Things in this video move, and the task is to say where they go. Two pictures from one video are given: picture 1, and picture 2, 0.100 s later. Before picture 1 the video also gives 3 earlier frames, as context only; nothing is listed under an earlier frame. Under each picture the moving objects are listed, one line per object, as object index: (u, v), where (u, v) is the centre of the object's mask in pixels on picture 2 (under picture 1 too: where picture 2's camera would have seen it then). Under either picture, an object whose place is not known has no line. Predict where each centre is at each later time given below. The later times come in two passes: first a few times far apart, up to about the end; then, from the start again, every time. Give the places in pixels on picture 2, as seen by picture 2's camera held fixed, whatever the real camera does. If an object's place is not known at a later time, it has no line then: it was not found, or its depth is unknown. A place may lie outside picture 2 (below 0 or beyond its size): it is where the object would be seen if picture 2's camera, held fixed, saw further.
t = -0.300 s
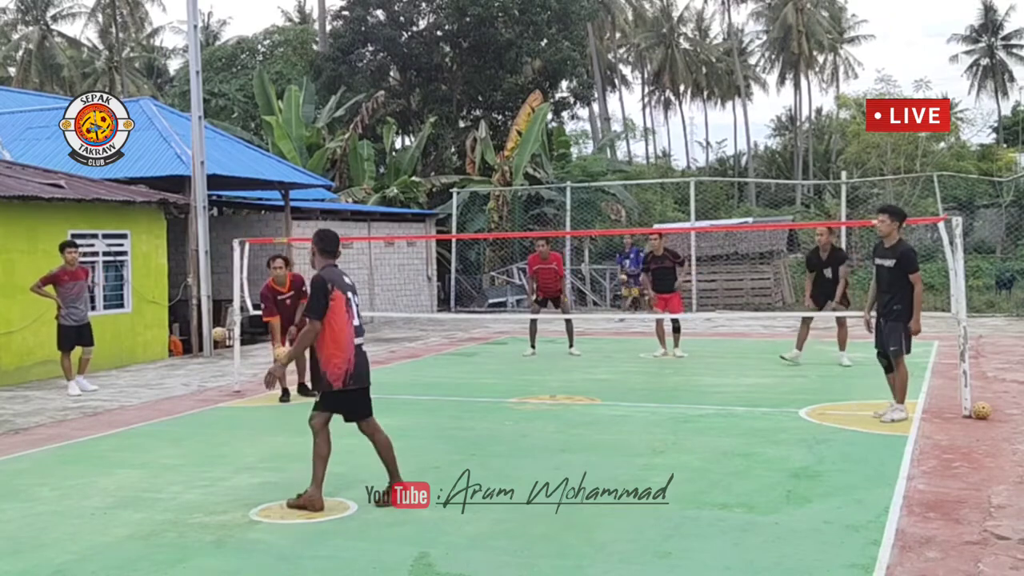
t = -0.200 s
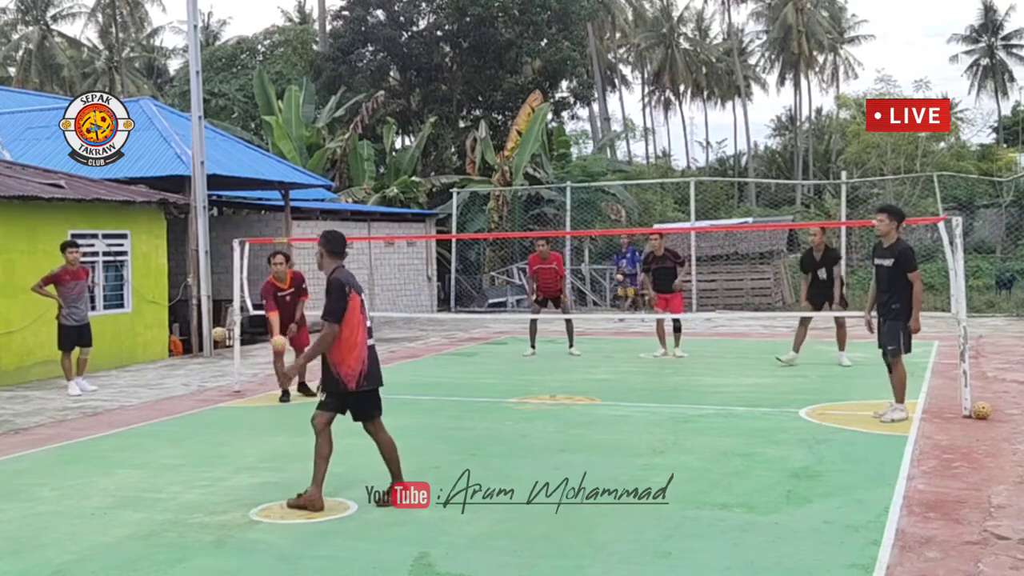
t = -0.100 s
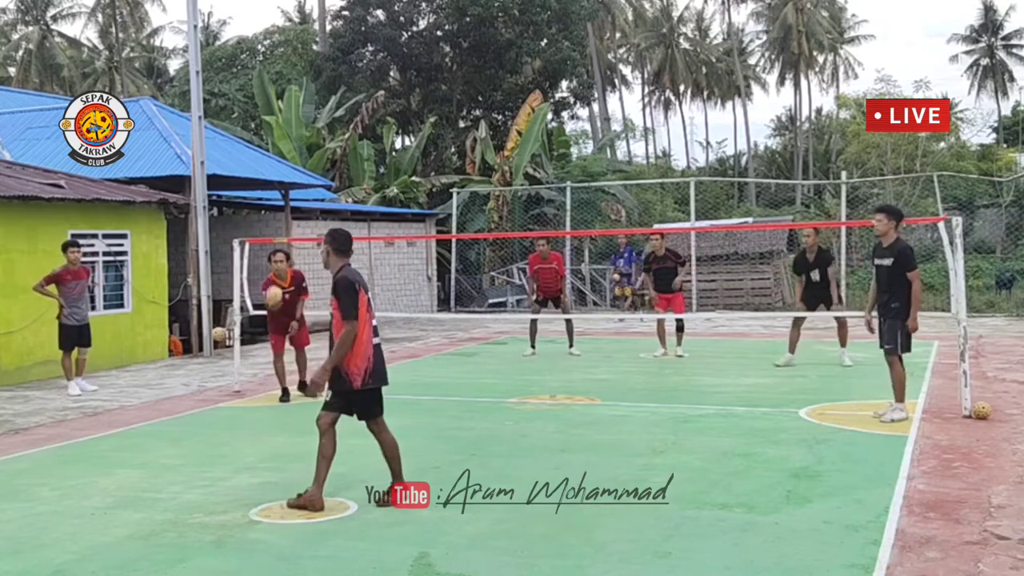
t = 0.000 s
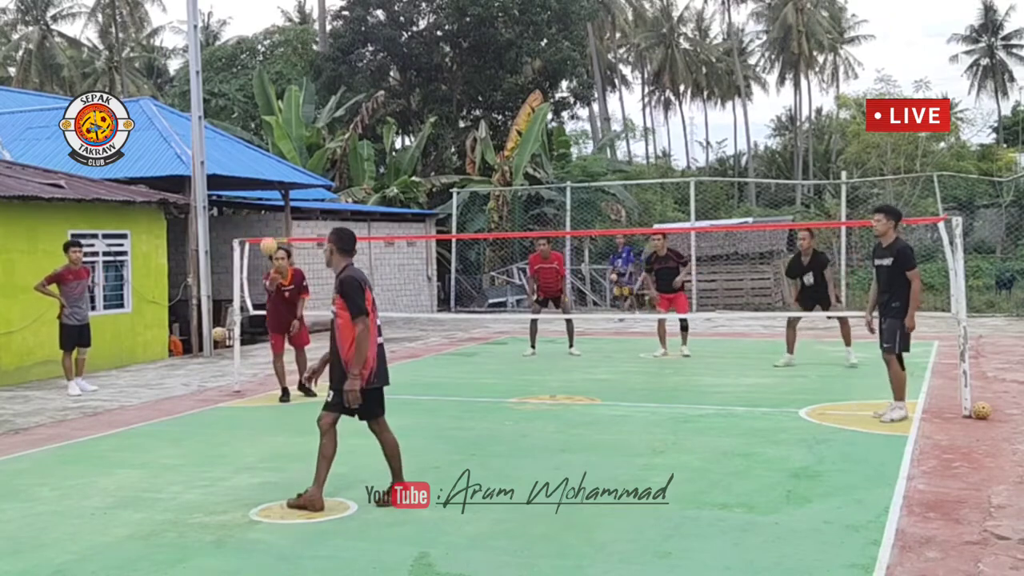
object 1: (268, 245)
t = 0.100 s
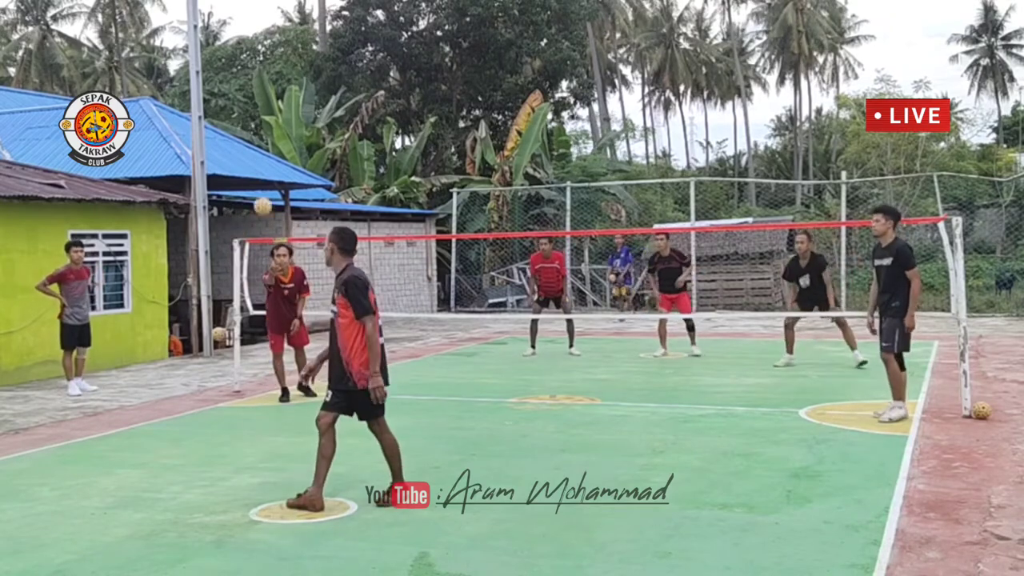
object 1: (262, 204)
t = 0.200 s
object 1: (256, 172)
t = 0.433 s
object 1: (243, 144)
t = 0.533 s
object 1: (236, 156)
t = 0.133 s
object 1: (260, 193)
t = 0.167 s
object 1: (258, 182)
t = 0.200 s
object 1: (256, 172)
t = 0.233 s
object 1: (254, 164)
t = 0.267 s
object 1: (252, 158)
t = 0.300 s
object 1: (251, 152)
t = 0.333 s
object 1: (248, 148)
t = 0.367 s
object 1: (246, 145)
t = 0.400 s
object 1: (244, 144)
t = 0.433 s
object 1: (243, 144)
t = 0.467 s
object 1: (240, 147)
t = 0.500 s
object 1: (238, 151)
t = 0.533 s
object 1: (236, 156)
